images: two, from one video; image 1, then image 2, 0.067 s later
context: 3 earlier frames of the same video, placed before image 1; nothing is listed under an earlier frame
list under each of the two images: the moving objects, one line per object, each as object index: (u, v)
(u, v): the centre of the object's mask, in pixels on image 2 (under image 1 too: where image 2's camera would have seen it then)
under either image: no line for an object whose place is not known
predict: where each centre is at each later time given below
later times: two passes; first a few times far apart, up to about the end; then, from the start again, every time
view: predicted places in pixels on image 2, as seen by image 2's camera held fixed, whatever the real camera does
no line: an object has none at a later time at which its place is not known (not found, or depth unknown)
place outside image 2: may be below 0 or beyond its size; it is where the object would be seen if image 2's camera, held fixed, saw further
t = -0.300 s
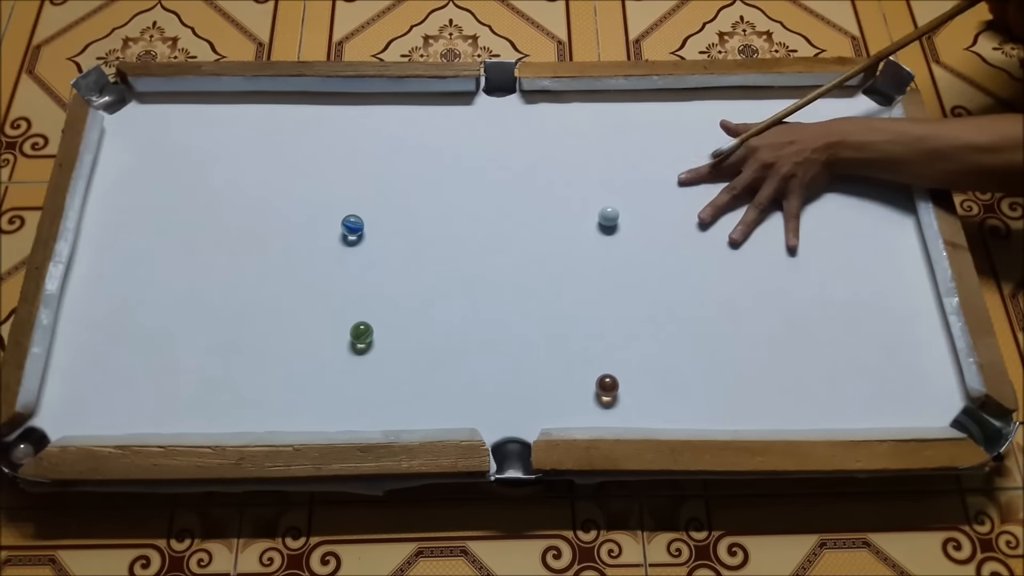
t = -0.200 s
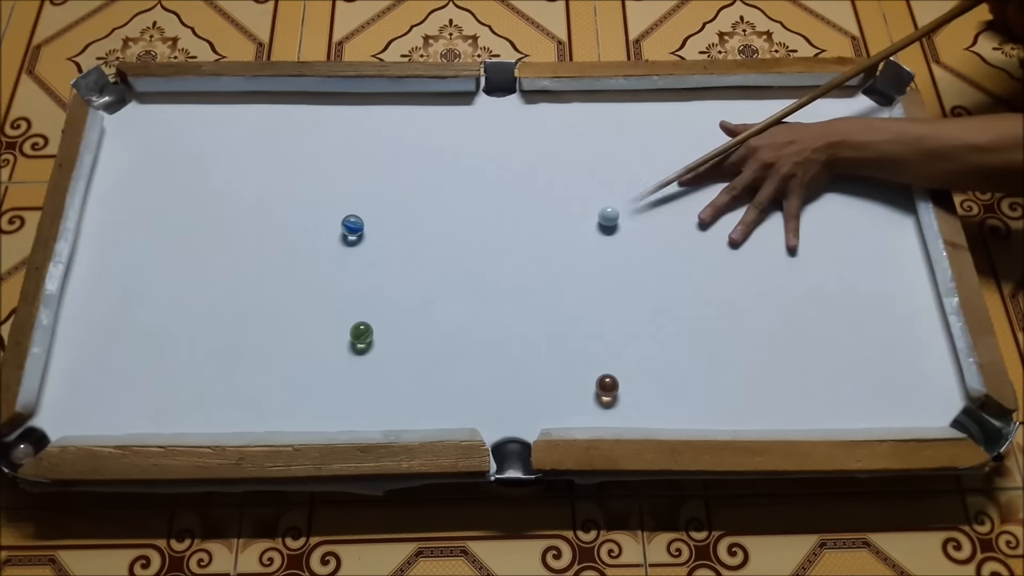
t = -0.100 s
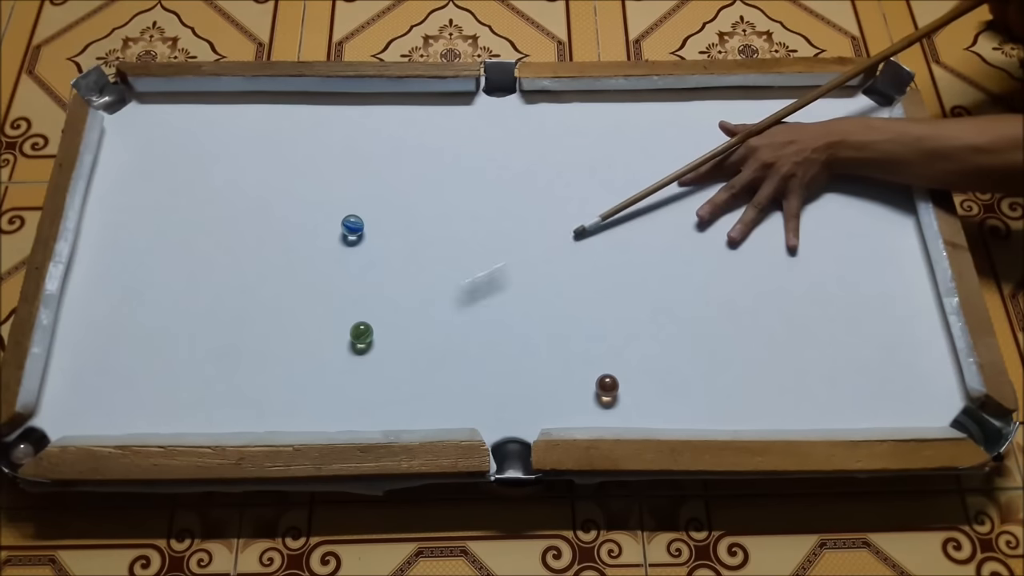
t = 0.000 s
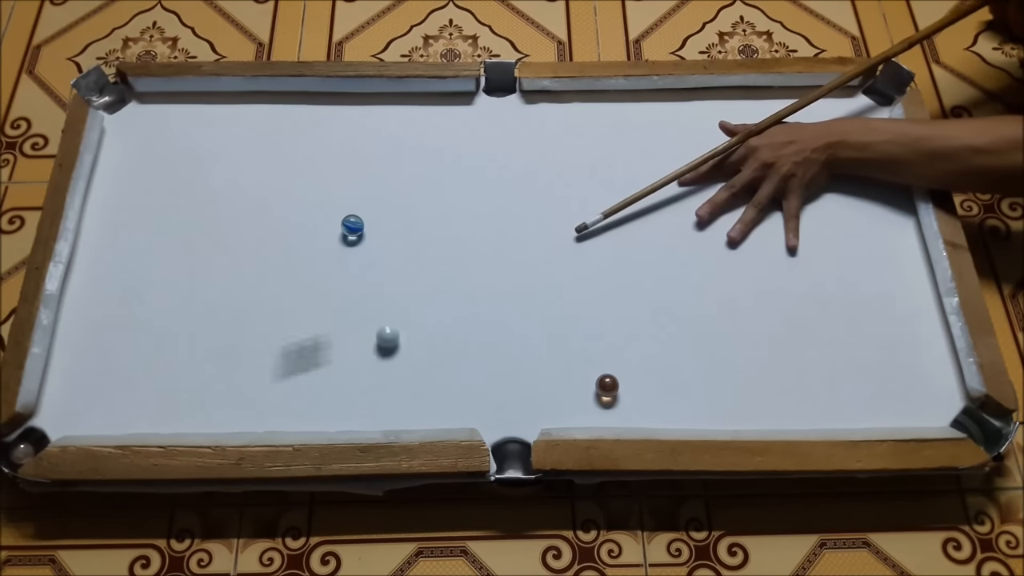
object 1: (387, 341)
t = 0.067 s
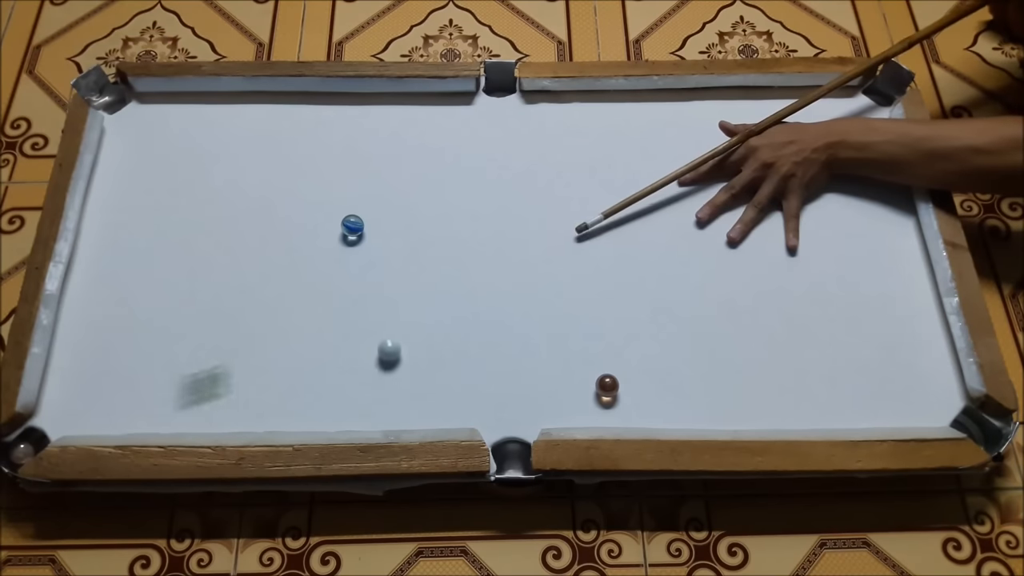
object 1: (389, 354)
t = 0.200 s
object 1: (393, 379)
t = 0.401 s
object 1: (400, 408)
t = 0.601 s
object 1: (406, 421)
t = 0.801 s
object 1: (408, 414)
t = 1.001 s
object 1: (413, 409)
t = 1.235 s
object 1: (415, 409)
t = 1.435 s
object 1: (415, 409)
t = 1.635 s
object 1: (415, 409)
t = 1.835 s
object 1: (415, 409)
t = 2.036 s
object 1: (415, 409)
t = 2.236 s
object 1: (414, 409)
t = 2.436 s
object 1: (415, 409)
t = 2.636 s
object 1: (415, 409)
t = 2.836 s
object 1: (415, 408)
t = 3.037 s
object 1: (415, 409)
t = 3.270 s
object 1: (415, 409)
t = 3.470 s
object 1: (415, 409)
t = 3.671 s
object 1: (415, 409)
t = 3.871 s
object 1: (415, 409)
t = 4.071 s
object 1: (414, 409)
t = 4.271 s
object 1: (414, 409)
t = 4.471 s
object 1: (415, 409)
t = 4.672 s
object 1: (415, 409)
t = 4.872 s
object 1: (415, 409)
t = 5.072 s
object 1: (415, 409)
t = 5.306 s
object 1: (415, 408)
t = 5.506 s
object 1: (415, 408)
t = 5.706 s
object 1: (414, 409)
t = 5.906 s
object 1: (415, 408)
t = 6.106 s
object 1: (414, 408)
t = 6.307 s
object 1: (415, 408)
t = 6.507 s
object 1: (415, 408)
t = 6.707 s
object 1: (415, 408)
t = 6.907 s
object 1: (415, 408)
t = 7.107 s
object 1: (415, 408)
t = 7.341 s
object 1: (415, 409)
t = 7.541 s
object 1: (414, 409)
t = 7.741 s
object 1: (415, 409)
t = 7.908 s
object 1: (415, 409)
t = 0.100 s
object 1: (390, 361)
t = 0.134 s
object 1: (391, 367)
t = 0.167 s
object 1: (391, 373)
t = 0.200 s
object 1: (393, 379)
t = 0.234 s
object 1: (394, 384)
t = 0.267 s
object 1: (395, 390)
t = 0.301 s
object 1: (396, 395)
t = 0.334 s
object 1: (397, 400)
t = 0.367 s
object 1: (398, 404)
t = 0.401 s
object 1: (400, 408)
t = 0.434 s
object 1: (401, 412)
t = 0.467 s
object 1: (402, 415)
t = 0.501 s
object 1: (404, 417)
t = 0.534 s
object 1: (404, 419)
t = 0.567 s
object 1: (405, 421)
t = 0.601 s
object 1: (406, 421)
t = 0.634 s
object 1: (406, 419)
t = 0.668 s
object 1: (407, 418)
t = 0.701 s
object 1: (407, 417)
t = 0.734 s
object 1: (407, 416)
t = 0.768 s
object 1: (408, 415)
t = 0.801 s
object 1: (408, 414)
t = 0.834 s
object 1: (409, 413)
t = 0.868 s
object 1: (410, 412)
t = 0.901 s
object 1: (411, 411)
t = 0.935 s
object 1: (412, 410)
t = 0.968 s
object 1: (412, 410)
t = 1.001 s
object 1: (413, 409)
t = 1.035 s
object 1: (413, 409)
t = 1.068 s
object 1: (414, 409)
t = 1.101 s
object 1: (414, 409)
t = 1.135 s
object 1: (414, 409)
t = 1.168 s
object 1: (415, 409)
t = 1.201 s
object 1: (415, 409)
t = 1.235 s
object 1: (415, 409)
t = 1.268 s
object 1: (415, 409)
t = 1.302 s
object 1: (415, 409)
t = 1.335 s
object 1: (415, 409)
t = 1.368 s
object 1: (415, 409)
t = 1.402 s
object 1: (415, 409)
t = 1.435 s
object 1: (415, 409)
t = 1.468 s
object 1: (415, 409)
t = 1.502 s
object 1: (415, 409)
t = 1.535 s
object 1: (415, 409)
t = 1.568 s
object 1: (415, 409)
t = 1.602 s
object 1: (415, 409)
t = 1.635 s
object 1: (415, 409)
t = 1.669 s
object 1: (415, 409)
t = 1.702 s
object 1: (415, 409)
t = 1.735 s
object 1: (415, 409)
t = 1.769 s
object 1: (415, 409)
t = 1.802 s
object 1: (415, 409)
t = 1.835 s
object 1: (415, 409)
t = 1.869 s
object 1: (415, 409)
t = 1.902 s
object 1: (415, 409)
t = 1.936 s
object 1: (415, 409)
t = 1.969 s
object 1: (415, 409)
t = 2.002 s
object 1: (415, 409)
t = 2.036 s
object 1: (415, 409)
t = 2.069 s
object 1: (415, 409)
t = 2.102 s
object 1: (414, 409)
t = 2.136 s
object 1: (414, 409)
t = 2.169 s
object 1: (415, 409)
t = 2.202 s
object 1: (415, 409)
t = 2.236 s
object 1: (414, 409)
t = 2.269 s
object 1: (414, 409)
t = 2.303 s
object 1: (414, 409)
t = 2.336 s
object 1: (415, 409)
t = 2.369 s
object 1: (415, 409)
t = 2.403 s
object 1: (415, 409)
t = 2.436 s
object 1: (415, 409)
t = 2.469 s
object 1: (415, 409)
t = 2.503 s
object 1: (415, 409)
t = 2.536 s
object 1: (415, 409)
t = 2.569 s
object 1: (415, 409)
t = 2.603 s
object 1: (415, 409)
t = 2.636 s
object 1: (415, 409)
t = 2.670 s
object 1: (415, 409)
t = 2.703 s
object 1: (415, 409)
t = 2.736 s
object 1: (415, 408)
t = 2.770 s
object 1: (415, 408)
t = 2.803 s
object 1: (415, 409)
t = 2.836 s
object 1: (415, 408)
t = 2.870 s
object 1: (415, 409)
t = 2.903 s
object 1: (415, 408)
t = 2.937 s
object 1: (415, 409)
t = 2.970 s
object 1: (415, 409)
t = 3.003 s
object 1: (414, 409)
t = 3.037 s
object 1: (415, 409)
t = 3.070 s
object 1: (415, 409)
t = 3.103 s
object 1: (415, 409)
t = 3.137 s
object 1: (415, 408)
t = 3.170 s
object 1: (415, 408)
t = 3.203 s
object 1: (415, 409)
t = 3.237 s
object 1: (415, 409)
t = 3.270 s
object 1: (415, 409)
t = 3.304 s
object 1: (415, 408)
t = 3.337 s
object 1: (415, 409)
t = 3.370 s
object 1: (415, 409)
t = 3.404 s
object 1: (415, 408)
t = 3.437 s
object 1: (415, 409)
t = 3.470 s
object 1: (415, 409)
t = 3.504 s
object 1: (415, 408)
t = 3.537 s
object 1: (415, 409)
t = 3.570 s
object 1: (415, 408)
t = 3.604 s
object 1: (415, 408)
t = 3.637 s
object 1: (415, 408)
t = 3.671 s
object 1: (415, 409)
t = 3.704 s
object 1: (415, 409)
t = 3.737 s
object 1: (415, 409)
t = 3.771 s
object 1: (415, 409)
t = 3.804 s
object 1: (415, 409)
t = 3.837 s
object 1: (415, 409)
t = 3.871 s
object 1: (415, 409)
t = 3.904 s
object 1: (415, 409)
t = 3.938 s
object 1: (415, 409)
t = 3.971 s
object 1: (415, 408)
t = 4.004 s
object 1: (415, 408)
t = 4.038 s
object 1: (414, 409)
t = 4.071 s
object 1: (414, 409)
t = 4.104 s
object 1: (414, 409)
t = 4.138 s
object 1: (414, 409)
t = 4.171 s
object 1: (414, 409)
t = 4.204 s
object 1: (414, 409)
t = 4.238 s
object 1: (414, 409)
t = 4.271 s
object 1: (414, 409)
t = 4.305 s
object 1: (414, 409)
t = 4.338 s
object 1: (414, 409)
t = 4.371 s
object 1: (415, 409)
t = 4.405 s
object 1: (415, 409)
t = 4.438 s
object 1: (414, 409)
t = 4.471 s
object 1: (415, 409)
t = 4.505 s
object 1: (414, 409)
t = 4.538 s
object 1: (414, 409)
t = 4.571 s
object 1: (414, 409)
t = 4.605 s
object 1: (415, 409)
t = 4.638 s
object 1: (415, 409)
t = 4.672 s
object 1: (415, 409)
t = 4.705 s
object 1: (414, 409)
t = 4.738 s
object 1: (415, 409)
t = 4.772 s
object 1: (415, 409)
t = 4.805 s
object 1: (415, 409)
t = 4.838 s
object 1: (415, 409)
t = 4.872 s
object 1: (415, 409)
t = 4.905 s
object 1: (415, 409)
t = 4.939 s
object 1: (415, 409)
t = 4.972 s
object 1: (415, 409)
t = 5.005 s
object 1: (415, 409)
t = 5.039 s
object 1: (414, 409)
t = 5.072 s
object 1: (415, 409)
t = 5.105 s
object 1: (415, 409)
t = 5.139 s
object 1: (415, 409)
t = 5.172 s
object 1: (414, 409)
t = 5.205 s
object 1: (414, 409)
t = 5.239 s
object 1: (414, 409)
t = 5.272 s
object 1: (415, 409)
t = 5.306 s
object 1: (415, 408)
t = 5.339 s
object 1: (415, 409)
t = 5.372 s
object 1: (414, 409)
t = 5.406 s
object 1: (415, 409)
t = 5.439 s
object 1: (415, 409)
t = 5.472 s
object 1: (415, 409)
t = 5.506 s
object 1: (415, 408)
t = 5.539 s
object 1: (415, 409)
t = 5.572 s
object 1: (415, 408)
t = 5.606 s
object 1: (415, 408)
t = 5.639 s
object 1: (415, 409)
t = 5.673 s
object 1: (415, 409)
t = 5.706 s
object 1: (414, 409)
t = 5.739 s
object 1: (415, 408)
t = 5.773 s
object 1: (414, 409)
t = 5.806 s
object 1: (415, 409)
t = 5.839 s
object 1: (415, 409)
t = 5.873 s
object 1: (415, 408)
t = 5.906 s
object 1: (415, 408)
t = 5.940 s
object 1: (415, 408)
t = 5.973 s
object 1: (415, 408)
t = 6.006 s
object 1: (415, 408)
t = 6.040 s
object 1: (415, 408)
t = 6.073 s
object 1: (415, 408)
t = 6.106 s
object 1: (414, 408)
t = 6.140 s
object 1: (415, 408)
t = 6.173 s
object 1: (415, 408)
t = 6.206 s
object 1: (415, 408)
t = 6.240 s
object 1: (415, 408)
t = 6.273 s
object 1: (415, 408)
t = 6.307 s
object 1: (415, 408)
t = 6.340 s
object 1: (415, 408)
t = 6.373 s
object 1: (414, 408)
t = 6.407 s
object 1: (414, 408)
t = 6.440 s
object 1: (415, 408)
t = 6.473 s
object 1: (415, 408)
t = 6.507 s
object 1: (415, 408)
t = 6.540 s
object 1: (415, 408)
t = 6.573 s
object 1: (415, 408)
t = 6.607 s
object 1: (415, 408)
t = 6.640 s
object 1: (414, 408)
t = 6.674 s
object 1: (415, 408)
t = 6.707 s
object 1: (415, 408)
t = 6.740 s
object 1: (415, 408)
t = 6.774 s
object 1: (415, 408)
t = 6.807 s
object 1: (415, 408)
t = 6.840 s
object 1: (415, 408)
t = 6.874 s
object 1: (415, 408)
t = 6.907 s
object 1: (415, 408)
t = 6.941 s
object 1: (415, 408)
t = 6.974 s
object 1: (415, 408)
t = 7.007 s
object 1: (415, 409)
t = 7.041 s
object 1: (414, 408)
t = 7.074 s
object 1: (415, 408)
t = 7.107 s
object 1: (415, 408)
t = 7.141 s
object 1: (415, 408)
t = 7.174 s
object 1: (415, 408)
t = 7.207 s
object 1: (414, 409)
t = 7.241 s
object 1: (415, 409)
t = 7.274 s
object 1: (415, 408)
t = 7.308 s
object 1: (415, 408)
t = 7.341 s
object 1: (415, 409)
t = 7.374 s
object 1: (415, 408)
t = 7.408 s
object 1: (414, 409)
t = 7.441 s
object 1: (415, 408)
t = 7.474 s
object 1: (414, 409)
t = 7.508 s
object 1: (414, 409)
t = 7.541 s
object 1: (414, 409)
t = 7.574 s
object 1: (414, 409)
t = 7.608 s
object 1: (414, 409)
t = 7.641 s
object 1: (415, 408)
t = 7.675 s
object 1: (415, 408)
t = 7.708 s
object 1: (415, 409)
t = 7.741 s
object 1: (415, 409)
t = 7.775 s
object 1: (415, 409)
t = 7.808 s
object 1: (415, 409)
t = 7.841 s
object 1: (415, 409)
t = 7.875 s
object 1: (415, 409)
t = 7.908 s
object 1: (415, 409)
